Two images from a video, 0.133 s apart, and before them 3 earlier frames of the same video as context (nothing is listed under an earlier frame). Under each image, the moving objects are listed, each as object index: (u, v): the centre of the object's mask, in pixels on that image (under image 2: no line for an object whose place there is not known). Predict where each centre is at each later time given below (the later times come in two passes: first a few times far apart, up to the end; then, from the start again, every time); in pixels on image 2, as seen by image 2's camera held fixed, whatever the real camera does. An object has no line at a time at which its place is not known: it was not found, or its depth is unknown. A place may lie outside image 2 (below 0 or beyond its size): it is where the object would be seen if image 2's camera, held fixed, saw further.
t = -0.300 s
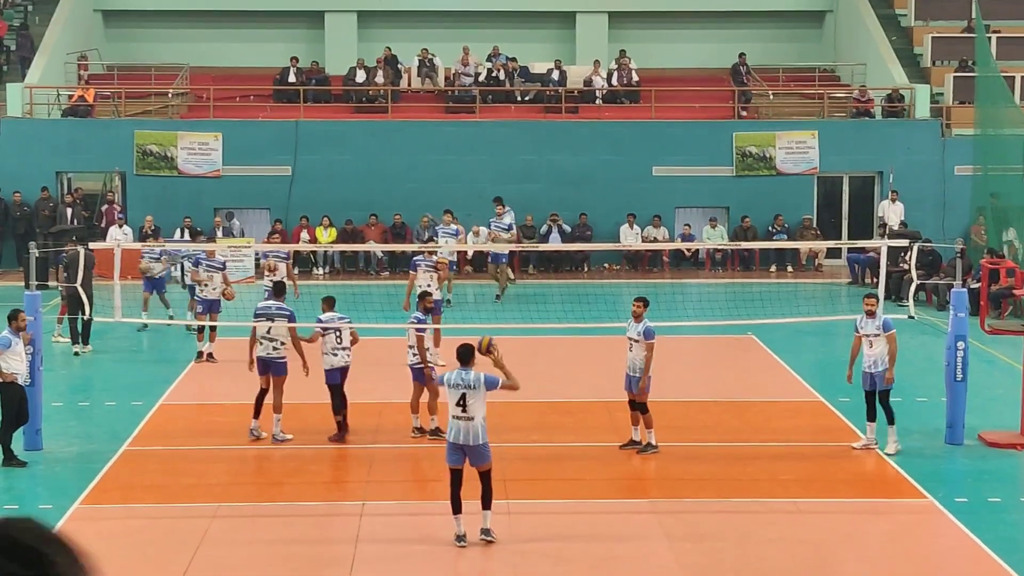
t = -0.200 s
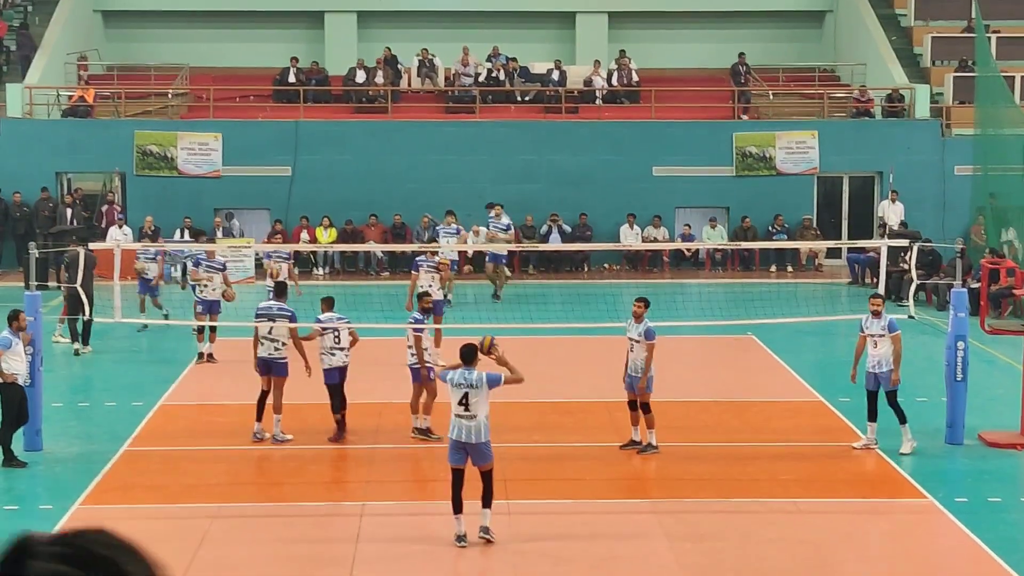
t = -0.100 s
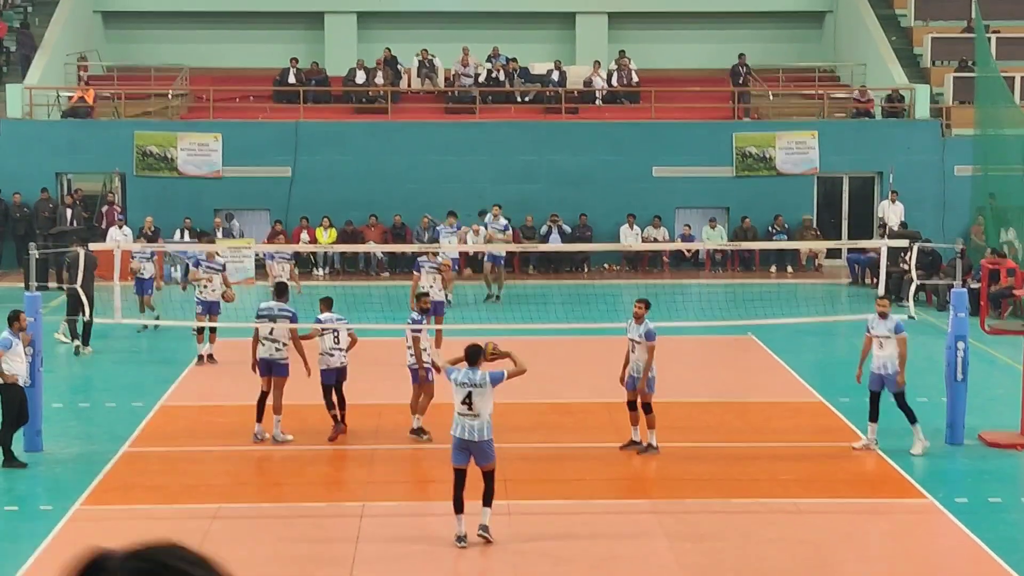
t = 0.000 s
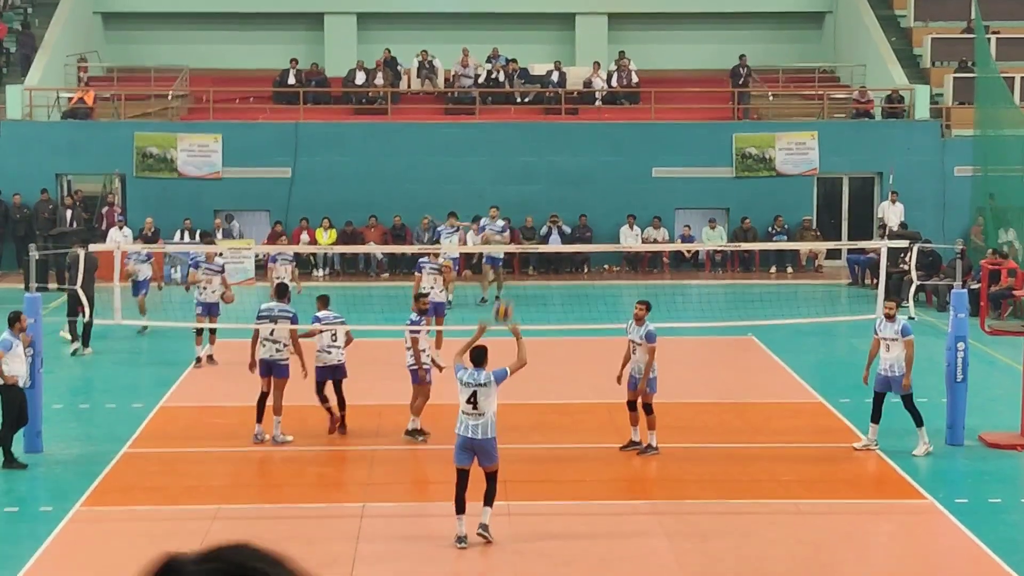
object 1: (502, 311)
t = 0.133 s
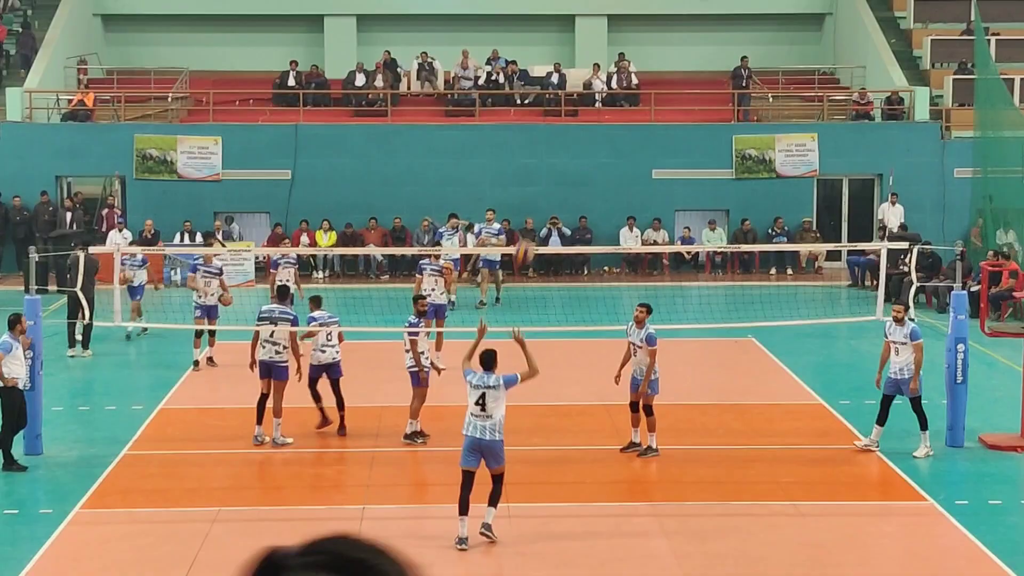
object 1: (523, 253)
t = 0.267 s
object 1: (545, 210)
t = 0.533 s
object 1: (583, 183)
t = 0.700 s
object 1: (605, 197)
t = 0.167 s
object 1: (529, 237)
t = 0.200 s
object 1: (535, 229)
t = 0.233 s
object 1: (539, 218)
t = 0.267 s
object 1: (545, 210)
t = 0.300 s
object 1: (550, 204)
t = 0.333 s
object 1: (555, 197)
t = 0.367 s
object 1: (560, 192)
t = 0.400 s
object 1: (564, 188)
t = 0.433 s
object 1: (569, 185)
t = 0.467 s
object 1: (574, 183)
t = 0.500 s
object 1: (579, 183)
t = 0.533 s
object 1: (583, 183)
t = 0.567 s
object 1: (587, 183)
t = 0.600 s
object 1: (592, 186)
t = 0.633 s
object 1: (596, 188)
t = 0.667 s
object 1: (601, 192)
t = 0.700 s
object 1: (605, 197)
